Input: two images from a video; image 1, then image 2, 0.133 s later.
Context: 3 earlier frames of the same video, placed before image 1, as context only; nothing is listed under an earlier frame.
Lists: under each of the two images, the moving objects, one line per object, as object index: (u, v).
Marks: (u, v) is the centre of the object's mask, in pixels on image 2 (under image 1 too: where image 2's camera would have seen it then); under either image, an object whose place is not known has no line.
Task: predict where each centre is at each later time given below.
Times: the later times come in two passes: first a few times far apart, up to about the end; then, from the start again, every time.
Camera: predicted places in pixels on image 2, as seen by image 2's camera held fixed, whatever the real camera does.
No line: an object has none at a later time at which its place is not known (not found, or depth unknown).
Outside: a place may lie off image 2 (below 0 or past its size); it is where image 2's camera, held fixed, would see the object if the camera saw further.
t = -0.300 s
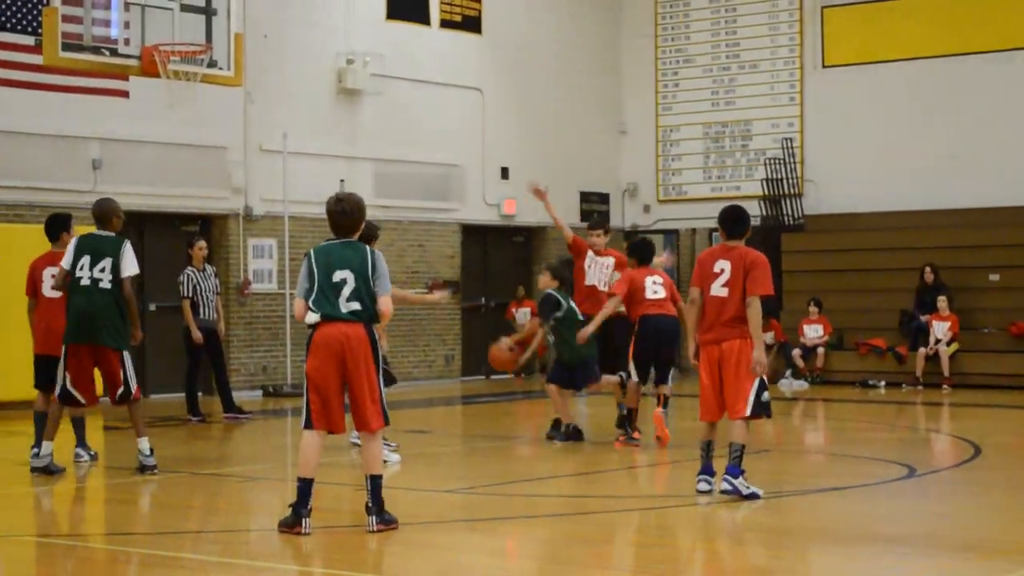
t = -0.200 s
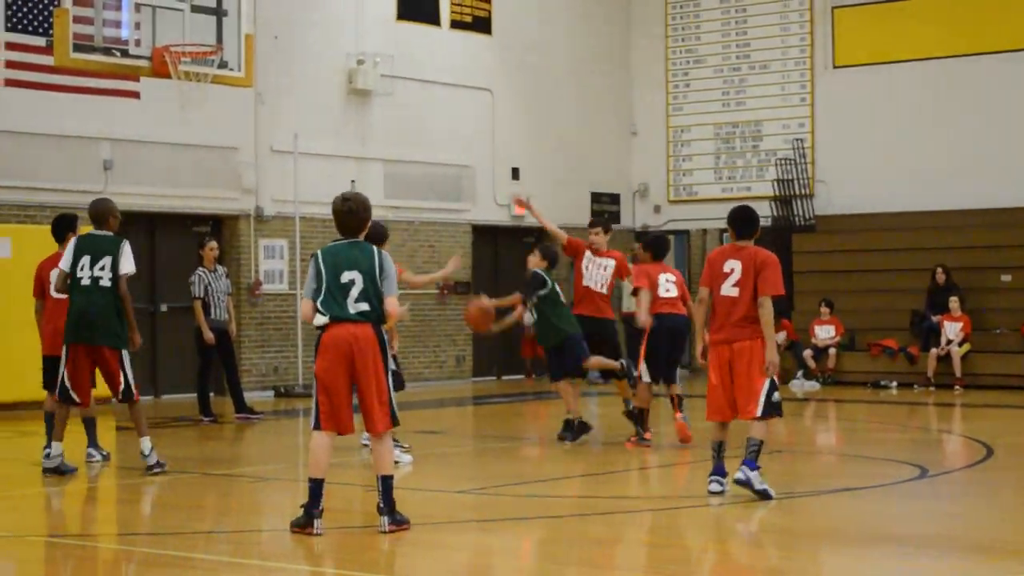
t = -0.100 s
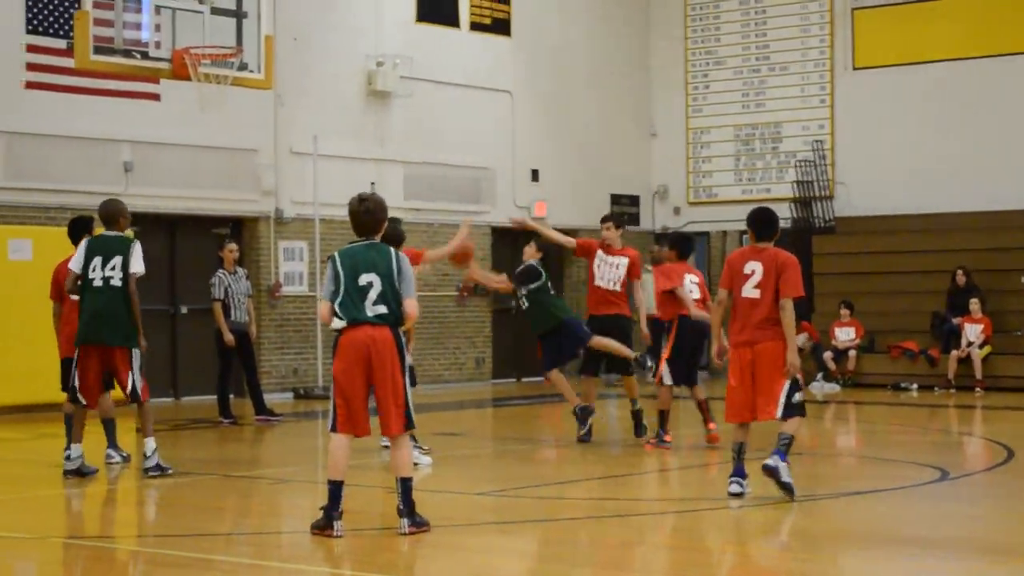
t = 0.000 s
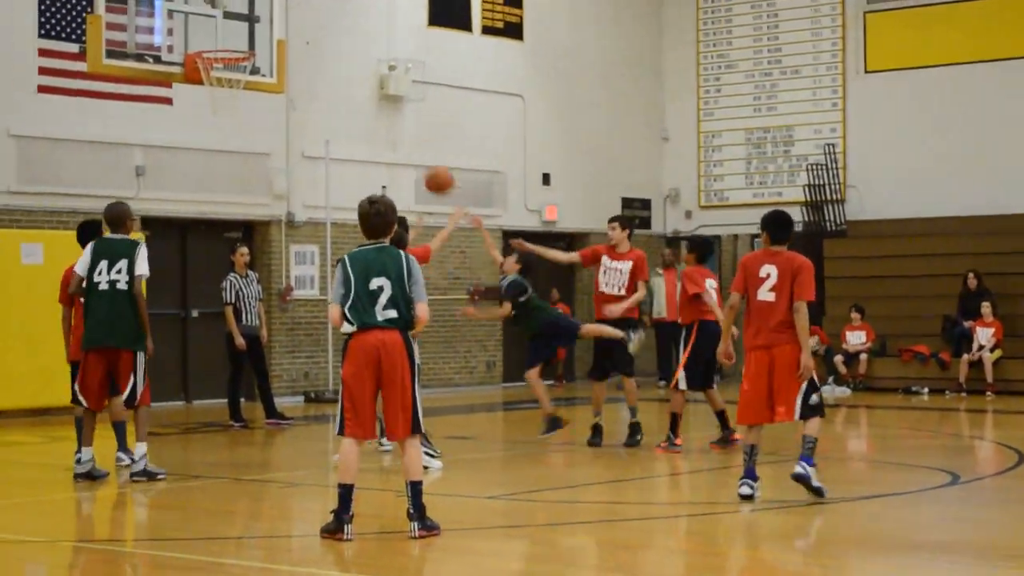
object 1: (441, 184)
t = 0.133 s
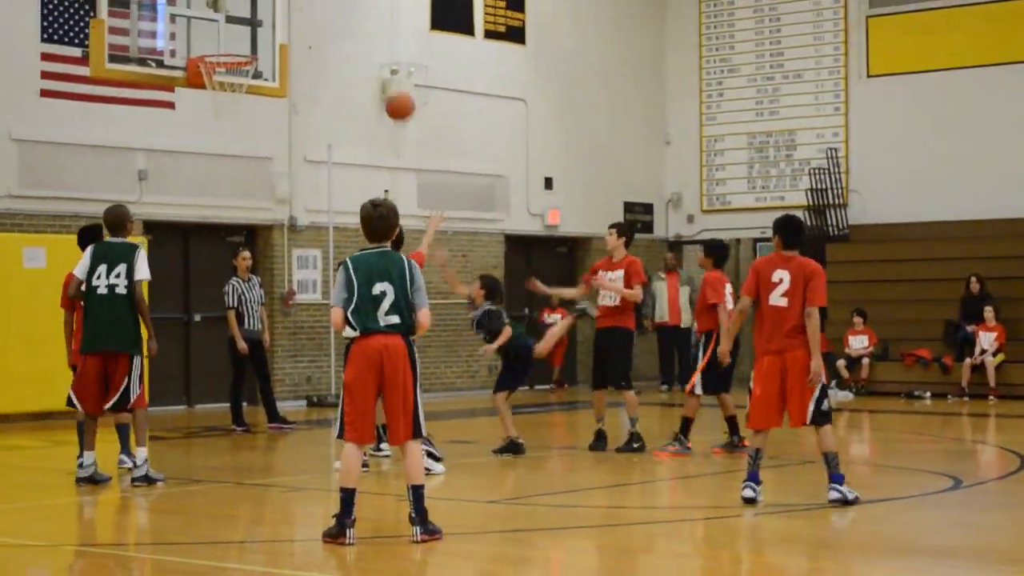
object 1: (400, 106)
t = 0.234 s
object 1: (369, 62)
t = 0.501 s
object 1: (290, 4)
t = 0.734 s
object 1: (221, 25)
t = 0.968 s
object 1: (222, 75)
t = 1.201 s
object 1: (239, 125)
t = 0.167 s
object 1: (389, 90)
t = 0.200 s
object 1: (380, 75)
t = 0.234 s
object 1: (369, 62)
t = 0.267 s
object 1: (359, 50)
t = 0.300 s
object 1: (349, 39)
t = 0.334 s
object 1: (339, 30)
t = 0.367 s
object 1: (329, 22)
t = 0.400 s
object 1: (319, 15)
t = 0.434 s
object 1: (309, 10)
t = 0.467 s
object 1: (299, 7)
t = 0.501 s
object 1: (290, 4)
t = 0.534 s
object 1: (279, 3)
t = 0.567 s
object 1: (270, 3)
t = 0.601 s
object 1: (260, 5)
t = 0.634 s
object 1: (250, 8)
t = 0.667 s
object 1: (240, 12)
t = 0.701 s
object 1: (230, 18)
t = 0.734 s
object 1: (221, 25)
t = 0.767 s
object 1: (212, 33)
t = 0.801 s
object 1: (213, 36)
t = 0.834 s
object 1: (214, 40)
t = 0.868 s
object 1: (215, 44)
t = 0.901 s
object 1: (217, 51)
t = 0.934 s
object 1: (217, 63)
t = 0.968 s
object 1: (222, 75)
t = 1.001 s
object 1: (221, 86)
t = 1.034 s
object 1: (223, 90)
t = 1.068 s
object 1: (225, 93)
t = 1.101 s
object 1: (229, 102)
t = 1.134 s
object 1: (232, 106)
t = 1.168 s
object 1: (236, 115)
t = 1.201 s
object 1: (239, 125)
